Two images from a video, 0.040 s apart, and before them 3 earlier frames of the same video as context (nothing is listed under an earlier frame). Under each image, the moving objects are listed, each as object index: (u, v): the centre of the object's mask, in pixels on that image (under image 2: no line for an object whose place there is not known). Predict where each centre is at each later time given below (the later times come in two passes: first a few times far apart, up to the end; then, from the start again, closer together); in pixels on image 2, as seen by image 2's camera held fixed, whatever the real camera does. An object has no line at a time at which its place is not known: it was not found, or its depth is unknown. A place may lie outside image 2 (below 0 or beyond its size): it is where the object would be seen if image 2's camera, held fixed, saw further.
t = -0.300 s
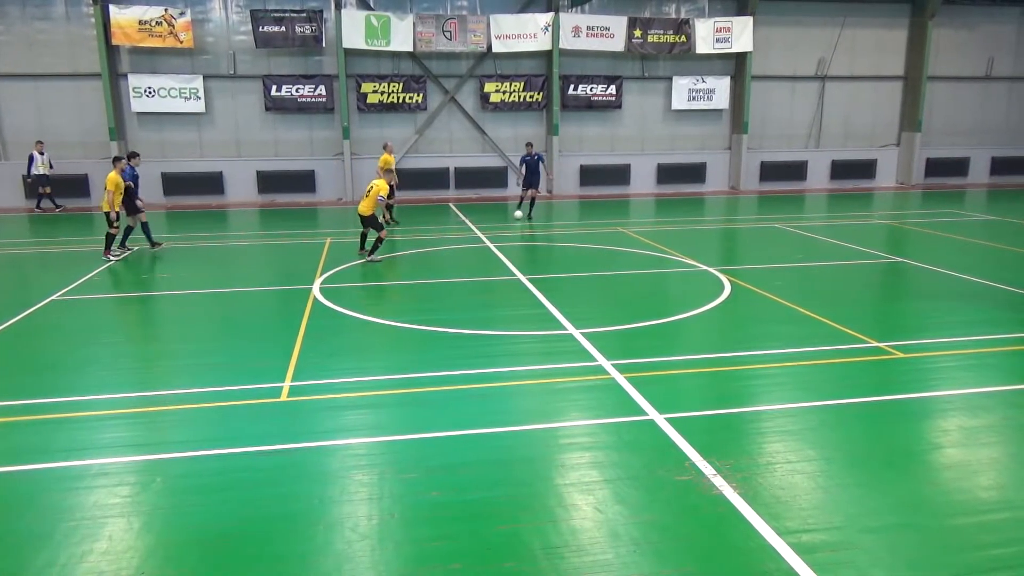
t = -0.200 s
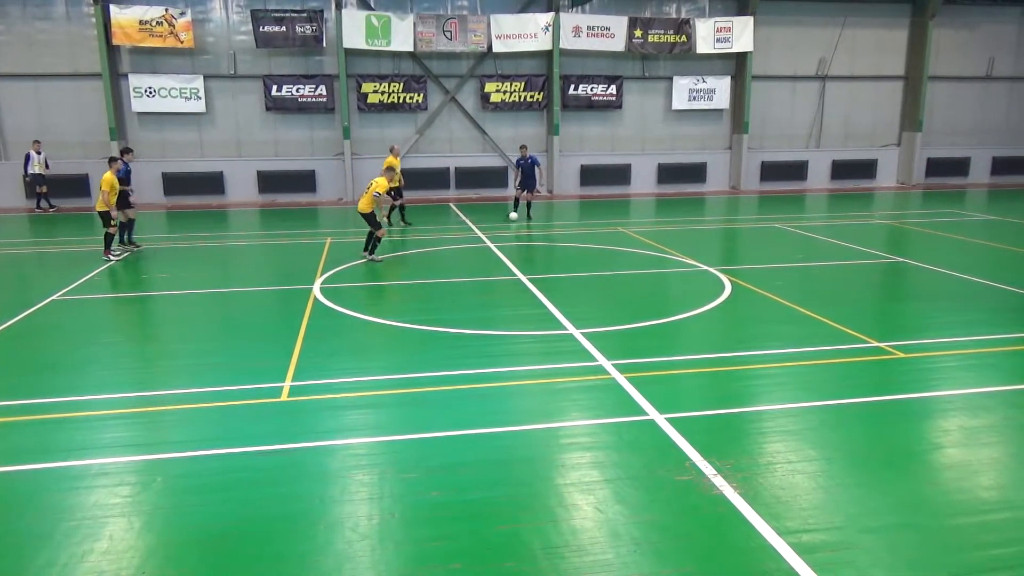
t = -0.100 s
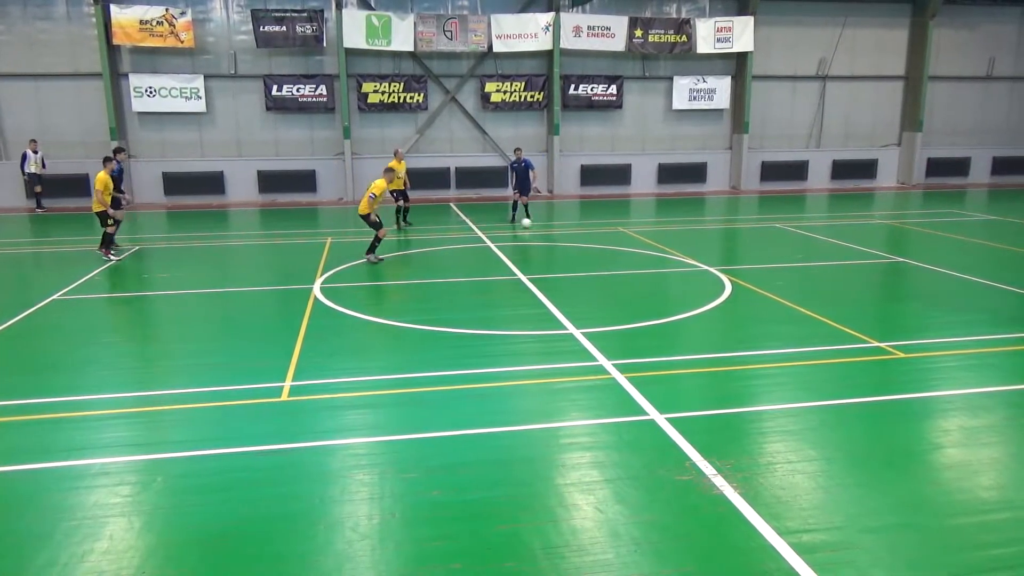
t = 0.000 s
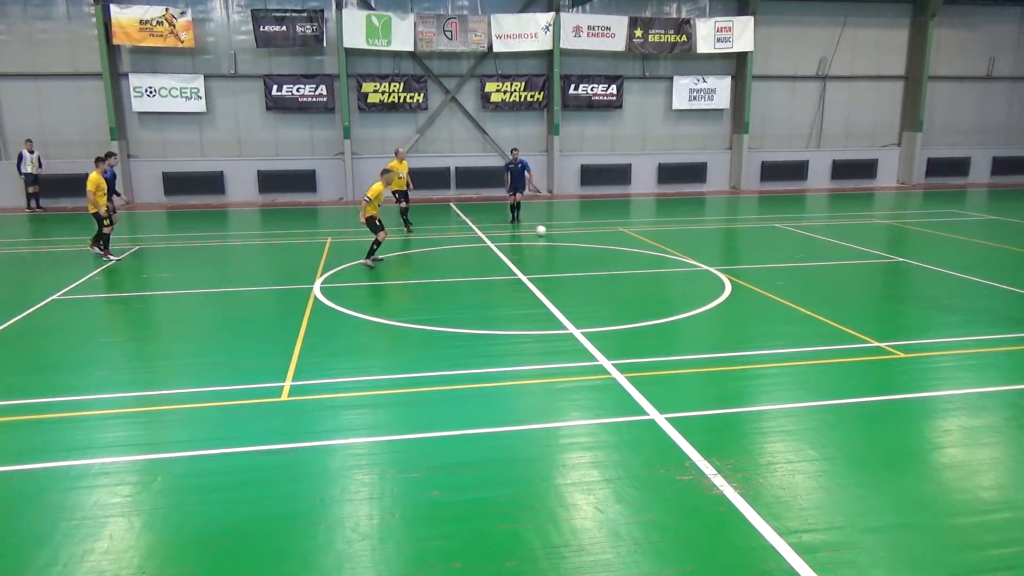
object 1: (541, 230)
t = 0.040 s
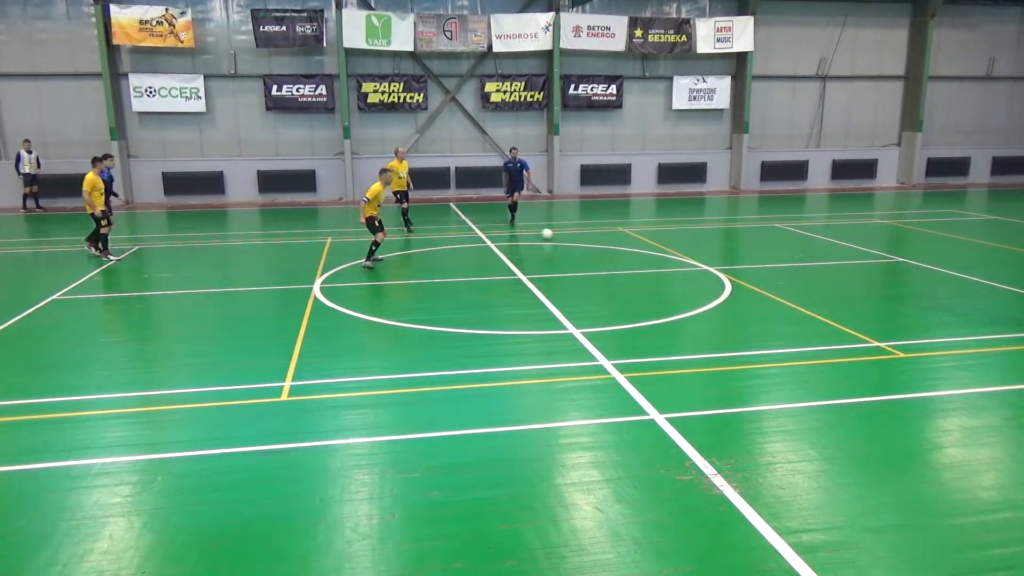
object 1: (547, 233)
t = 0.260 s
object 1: (585, 252)
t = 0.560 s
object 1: (650, 287)
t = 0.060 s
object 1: (550, 235)
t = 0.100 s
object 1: (557, 238)
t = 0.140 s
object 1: (564, 242)
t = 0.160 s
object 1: (567, 244)
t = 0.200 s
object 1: (574, 247)
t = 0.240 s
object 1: (581, 250)
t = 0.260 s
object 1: (585, 252)
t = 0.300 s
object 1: (593, 258)
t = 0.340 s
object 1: (600, 261)
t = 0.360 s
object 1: (604, 262)
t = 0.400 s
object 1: (612, 266)
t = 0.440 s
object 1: (621, 270)
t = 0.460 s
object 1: (626, 273)
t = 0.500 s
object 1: (635, 280)
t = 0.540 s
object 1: (645, 284)
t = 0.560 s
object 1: (650, 287)
